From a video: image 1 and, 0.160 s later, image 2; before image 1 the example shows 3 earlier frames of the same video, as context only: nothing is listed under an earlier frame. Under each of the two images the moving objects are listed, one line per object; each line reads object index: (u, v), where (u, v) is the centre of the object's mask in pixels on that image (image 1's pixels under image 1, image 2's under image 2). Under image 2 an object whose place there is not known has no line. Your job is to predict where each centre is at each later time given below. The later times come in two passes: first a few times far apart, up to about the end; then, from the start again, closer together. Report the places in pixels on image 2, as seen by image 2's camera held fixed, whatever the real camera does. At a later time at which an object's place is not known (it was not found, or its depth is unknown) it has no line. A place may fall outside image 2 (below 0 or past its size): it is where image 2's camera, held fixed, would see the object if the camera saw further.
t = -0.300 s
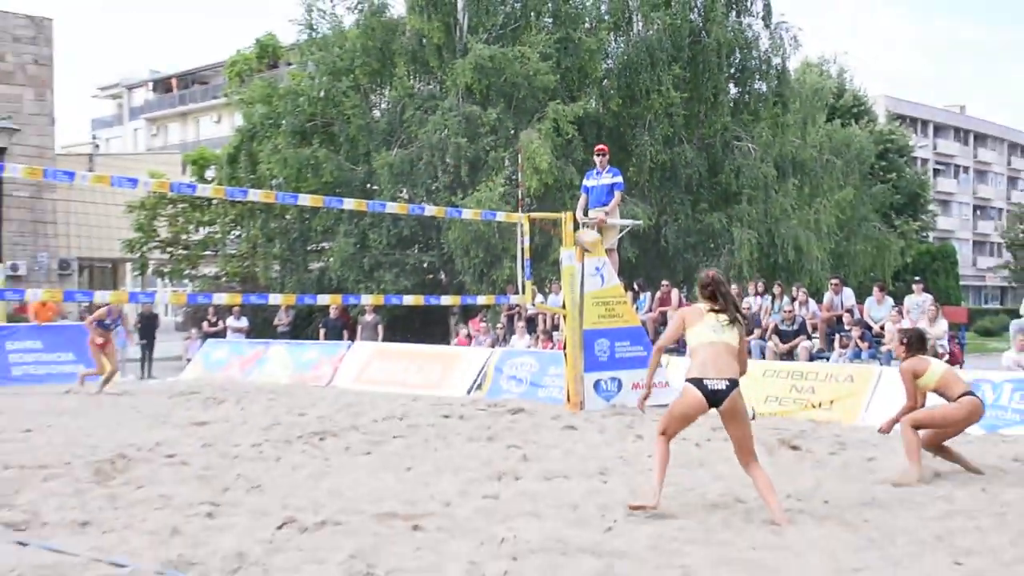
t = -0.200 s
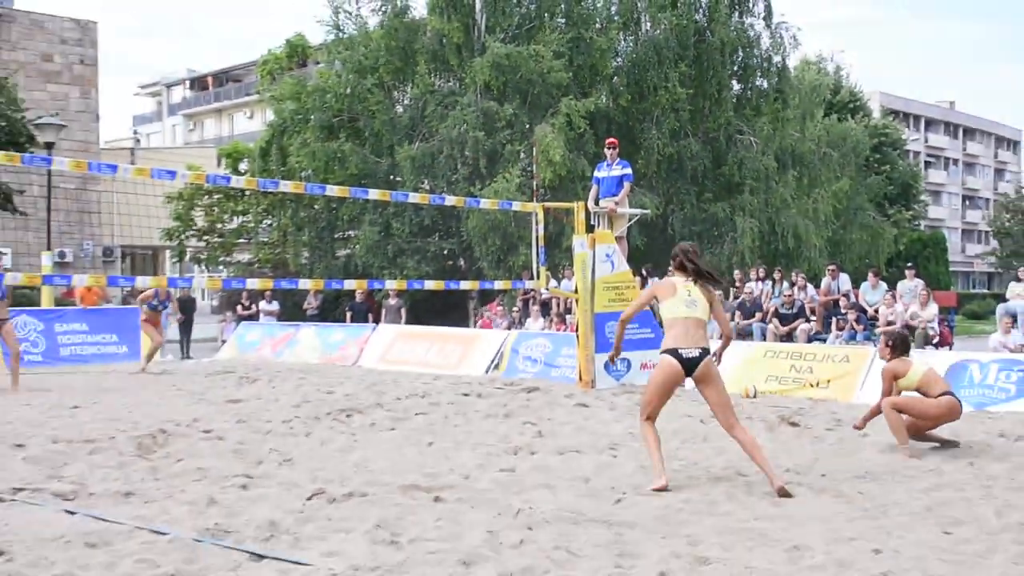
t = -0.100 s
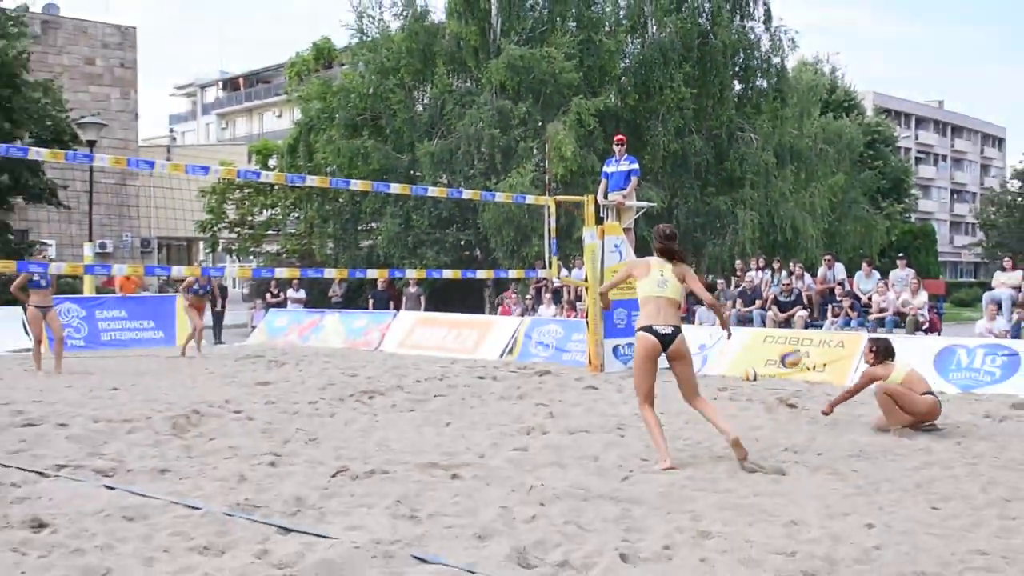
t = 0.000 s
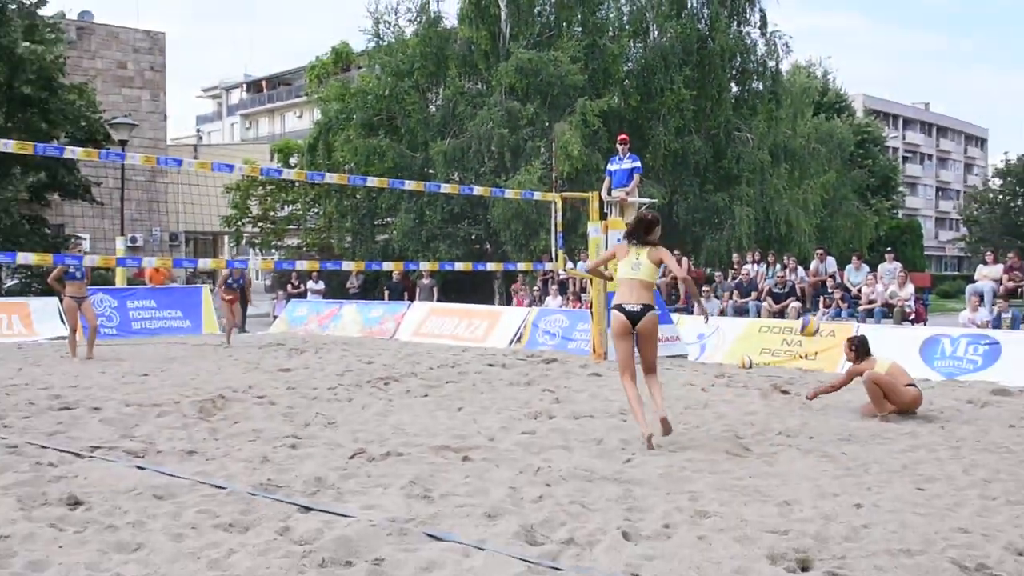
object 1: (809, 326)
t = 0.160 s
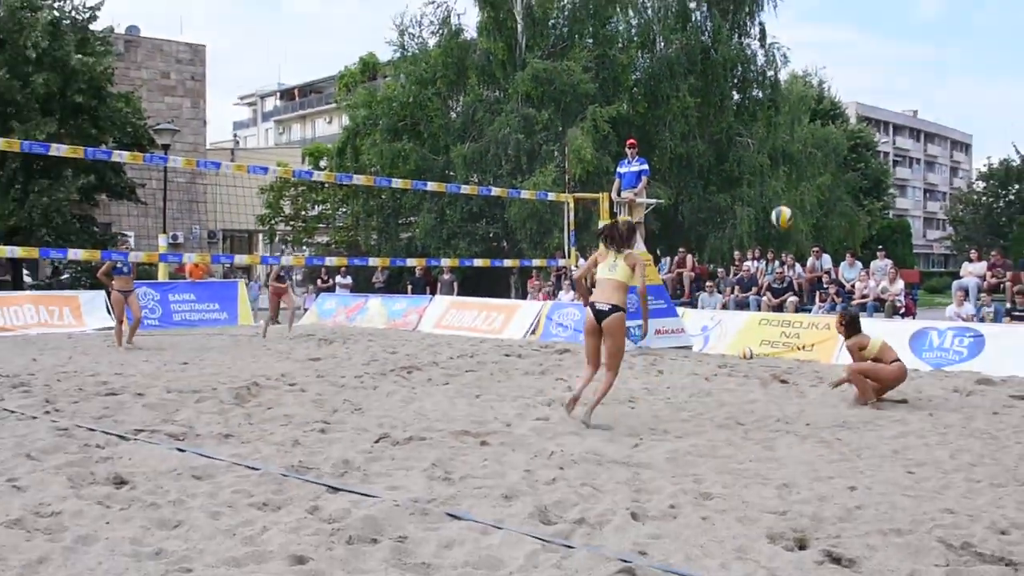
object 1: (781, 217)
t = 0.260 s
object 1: (769, 168)
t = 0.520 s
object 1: (736, 86)
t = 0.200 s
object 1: (777, 195)
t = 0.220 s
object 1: (774, 186)
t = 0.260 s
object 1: (769, 168)
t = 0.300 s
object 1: (763, 150)
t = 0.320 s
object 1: (760, 143)
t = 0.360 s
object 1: (754, 128)
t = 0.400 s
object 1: (750, 116)
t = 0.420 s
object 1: (748, 109)
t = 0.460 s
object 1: (743, 100)
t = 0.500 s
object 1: (738, 91)
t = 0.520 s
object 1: (736, 86)
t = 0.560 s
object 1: (732, 80)
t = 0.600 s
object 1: (728, 75)
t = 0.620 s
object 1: (725, 74)
